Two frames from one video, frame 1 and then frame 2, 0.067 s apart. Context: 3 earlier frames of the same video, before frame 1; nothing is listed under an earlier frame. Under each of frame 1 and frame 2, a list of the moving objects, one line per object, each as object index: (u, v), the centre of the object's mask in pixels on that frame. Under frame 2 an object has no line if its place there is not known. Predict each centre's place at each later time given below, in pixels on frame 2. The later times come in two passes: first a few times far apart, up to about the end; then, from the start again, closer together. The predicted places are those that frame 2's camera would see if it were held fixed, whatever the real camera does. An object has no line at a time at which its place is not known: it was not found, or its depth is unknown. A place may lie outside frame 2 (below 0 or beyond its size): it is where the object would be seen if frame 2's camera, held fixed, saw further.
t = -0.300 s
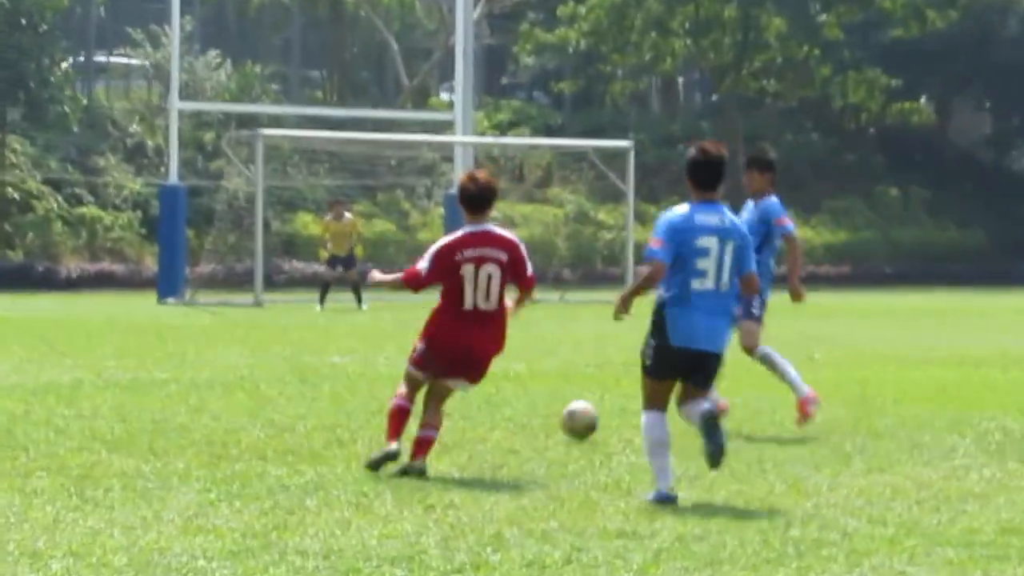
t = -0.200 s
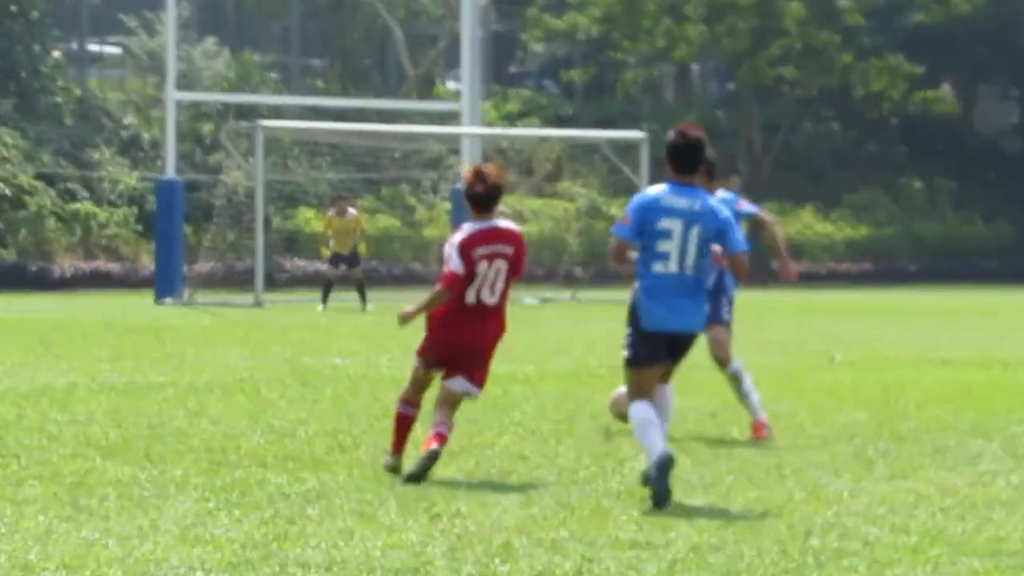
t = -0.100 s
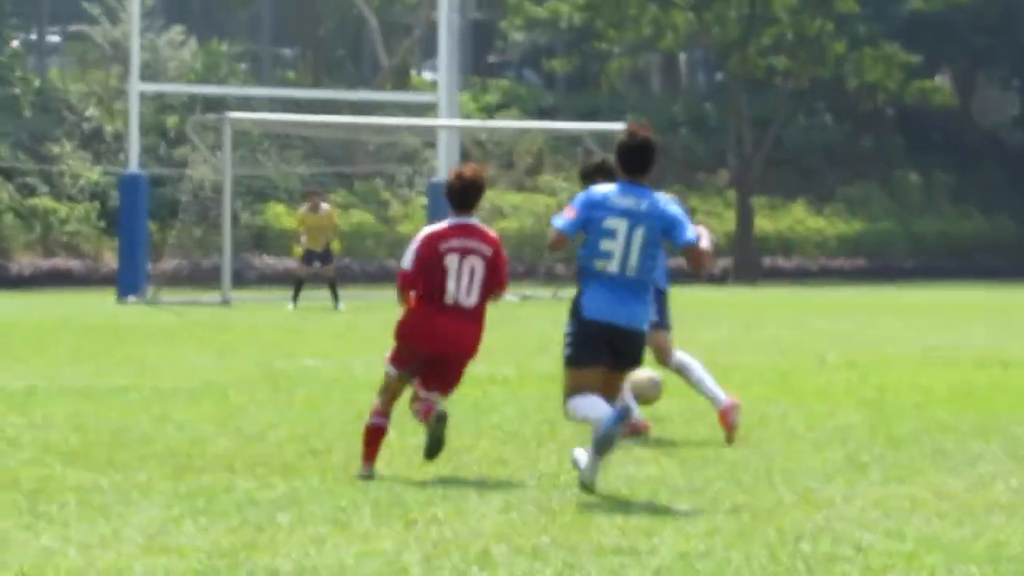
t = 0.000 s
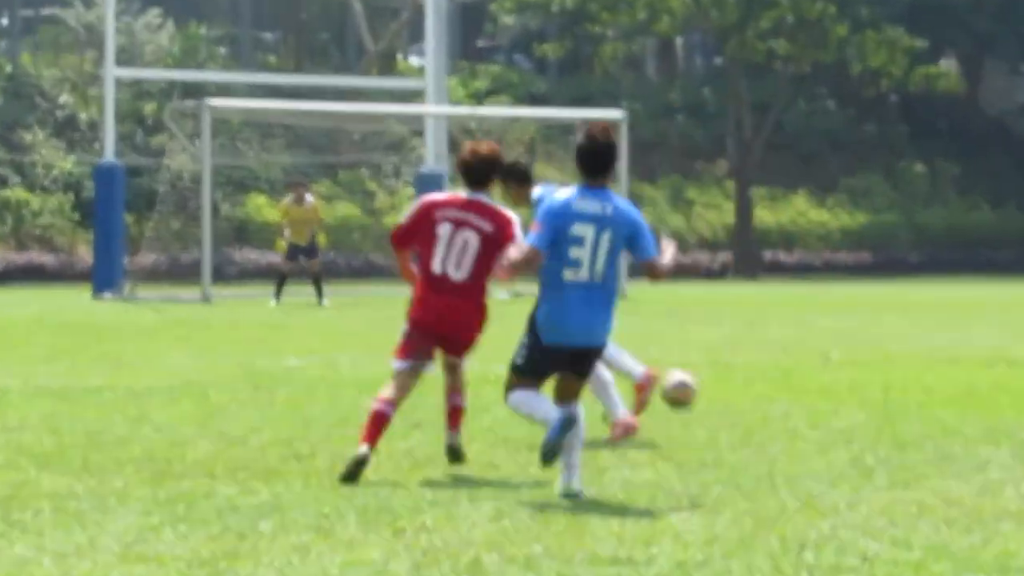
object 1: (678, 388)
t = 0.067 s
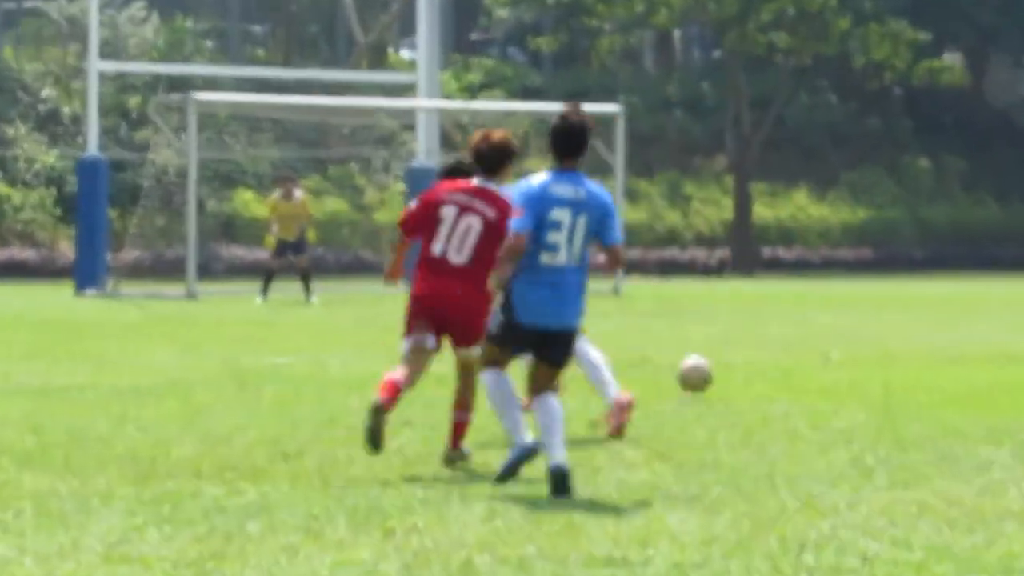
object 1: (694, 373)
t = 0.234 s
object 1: (739, 353)
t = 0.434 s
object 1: (781, 349)
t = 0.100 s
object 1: (701, 368)
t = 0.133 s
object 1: (711, 358)
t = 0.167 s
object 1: (723, 353)
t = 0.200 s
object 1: (731, 351)
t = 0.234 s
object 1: (739, 353)
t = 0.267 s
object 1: (746, 351)
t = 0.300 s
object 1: (754, 357)
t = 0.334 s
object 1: (763, 365)
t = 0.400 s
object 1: (776, 357)
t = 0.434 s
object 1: (781, 349)
